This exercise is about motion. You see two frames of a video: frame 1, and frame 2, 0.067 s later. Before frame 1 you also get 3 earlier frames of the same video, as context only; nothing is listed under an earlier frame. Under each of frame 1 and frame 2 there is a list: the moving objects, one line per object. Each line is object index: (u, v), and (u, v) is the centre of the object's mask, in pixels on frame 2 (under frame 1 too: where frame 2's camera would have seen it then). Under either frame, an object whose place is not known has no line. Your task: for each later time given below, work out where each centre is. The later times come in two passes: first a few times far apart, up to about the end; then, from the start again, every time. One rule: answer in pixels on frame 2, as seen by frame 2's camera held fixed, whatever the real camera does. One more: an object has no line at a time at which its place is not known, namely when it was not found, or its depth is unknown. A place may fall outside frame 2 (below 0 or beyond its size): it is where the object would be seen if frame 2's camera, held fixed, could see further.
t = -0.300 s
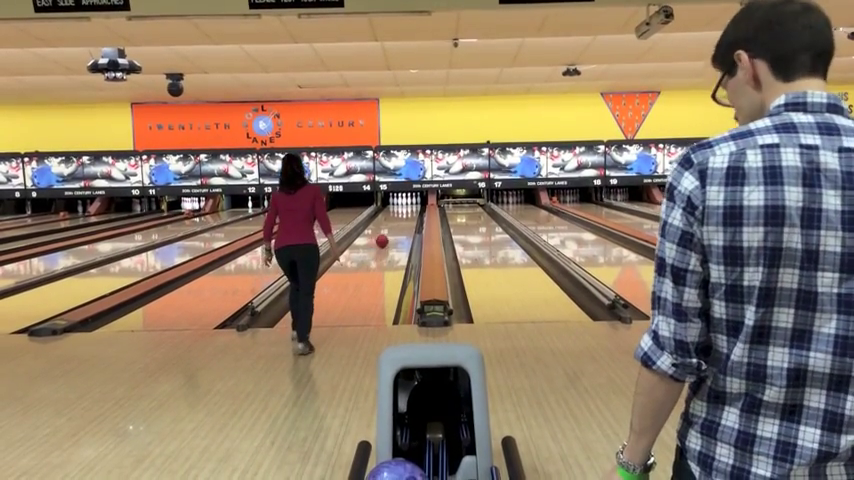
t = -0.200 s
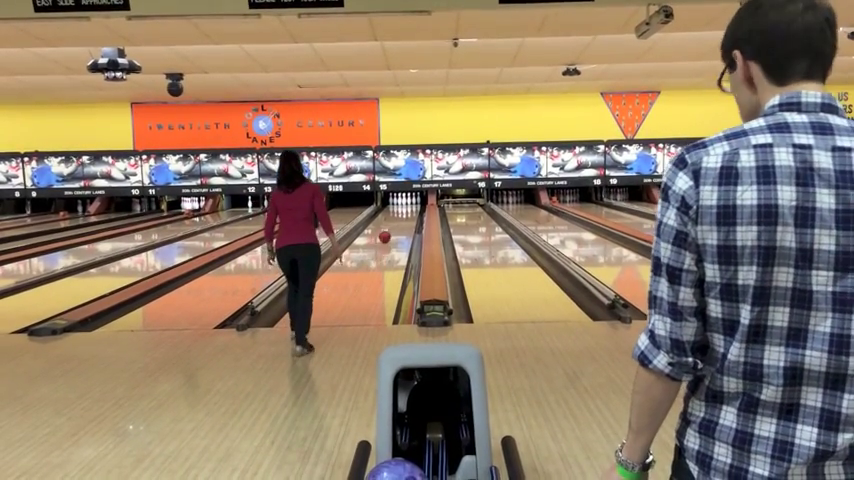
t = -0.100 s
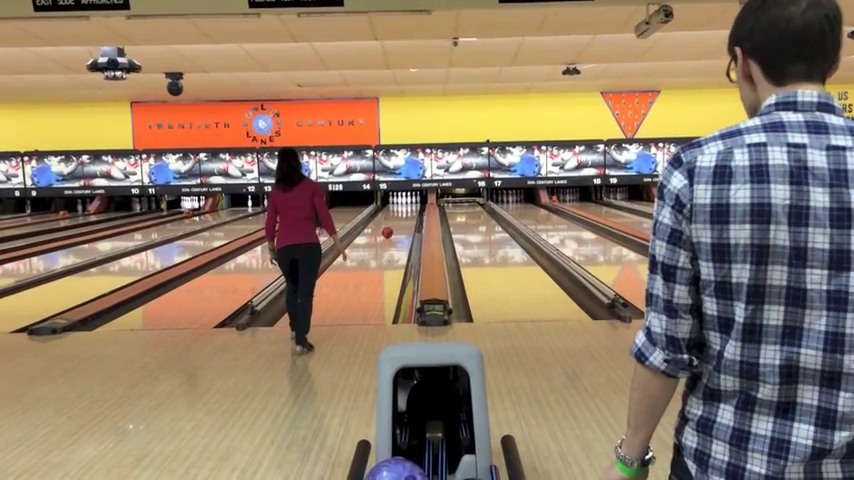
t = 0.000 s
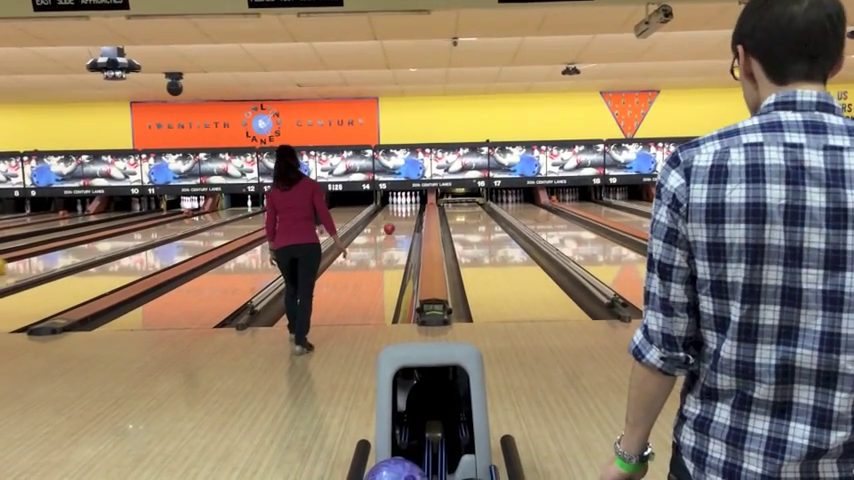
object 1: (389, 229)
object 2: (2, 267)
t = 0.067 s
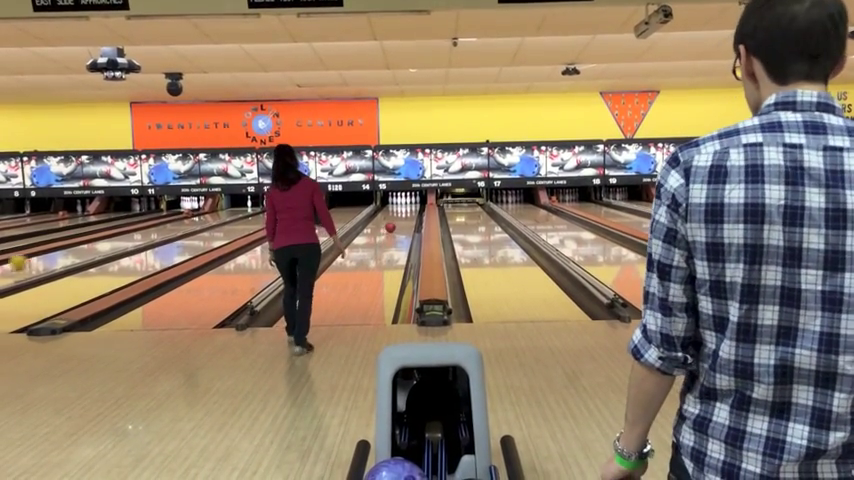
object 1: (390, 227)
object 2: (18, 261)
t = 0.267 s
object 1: (393, 221)
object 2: (70, 249)
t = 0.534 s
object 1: (397, 215)
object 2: (123, 237)
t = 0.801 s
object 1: (401, 211)
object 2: (163, 227)
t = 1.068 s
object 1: (403, 207)
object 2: (193, 219)
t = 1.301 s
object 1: (405, 204)
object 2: (214, 215)
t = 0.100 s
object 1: (391, 226)
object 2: (27, 260)
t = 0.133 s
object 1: (391, 225)
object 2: (37, 257)
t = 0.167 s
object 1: (392, 224)
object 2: (45, 255)
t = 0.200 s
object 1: (392, 223)
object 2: (54, 253)
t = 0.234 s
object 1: (393, 222)
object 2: (63, 251)
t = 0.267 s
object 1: (393, 221)
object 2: (70, 249)
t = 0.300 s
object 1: (394, 220)
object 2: (77, 247)
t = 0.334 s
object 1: (394, 220)
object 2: (84, 246)
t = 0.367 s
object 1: (395, 219)
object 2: (91, 244)
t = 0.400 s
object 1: (396, 218)
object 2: (98, 243)
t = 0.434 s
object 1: (396, 217)
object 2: (105, 241)
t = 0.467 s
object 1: (397, 217)
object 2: (111, 240)
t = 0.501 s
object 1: (397, 216)
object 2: (117, 238)
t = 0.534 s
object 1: (397, 215)
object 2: (123, 237)
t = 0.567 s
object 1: (397, 215)
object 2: (129, 235)
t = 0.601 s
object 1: (398, 214)
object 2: (134, 234)
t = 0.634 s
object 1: (398, 213)
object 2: (139, 233)
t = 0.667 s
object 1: (399, 213)
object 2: (145, 232)
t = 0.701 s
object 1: (399, 212)
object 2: (149, 230)
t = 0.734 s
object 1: (400, 211)
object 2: (154, 229)
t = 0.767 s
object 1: (400, 211)
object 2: (158, 228)
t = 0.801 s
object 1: (401, 211)
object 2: (163, 227)
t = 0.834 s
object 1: (401, 210)
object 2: (167, 226)
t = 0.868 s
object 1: (402, 210)
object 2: (171, 225)
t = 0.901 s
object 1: (402, 209)
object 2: (176, 225)
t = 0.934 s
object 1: (402, 209)
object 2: (179, 223)
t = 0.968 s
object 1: (402, 209)
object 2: (182, 223)
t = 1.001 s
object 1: (403, 208)
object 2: (187, 222)
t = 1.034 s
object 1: (404, 207)
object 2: (189, 221)
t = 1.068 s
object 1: (403, 207)
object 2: (193, 219)
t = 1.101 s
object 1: (404, 206)
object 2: (197, 219)
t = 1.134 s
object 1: (404, 206)
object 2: (199, 218)
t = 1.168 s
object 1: (404, 205)
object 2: (203, 218)
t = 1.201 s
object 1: (405, 205)
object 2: (205, 217)
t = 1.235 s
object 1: (405, 204)
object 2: (209, 216)
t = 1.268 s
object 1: (405, 204)
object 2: (212, 215)
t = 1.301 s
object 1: (405, 204)
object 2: (214, 215)
